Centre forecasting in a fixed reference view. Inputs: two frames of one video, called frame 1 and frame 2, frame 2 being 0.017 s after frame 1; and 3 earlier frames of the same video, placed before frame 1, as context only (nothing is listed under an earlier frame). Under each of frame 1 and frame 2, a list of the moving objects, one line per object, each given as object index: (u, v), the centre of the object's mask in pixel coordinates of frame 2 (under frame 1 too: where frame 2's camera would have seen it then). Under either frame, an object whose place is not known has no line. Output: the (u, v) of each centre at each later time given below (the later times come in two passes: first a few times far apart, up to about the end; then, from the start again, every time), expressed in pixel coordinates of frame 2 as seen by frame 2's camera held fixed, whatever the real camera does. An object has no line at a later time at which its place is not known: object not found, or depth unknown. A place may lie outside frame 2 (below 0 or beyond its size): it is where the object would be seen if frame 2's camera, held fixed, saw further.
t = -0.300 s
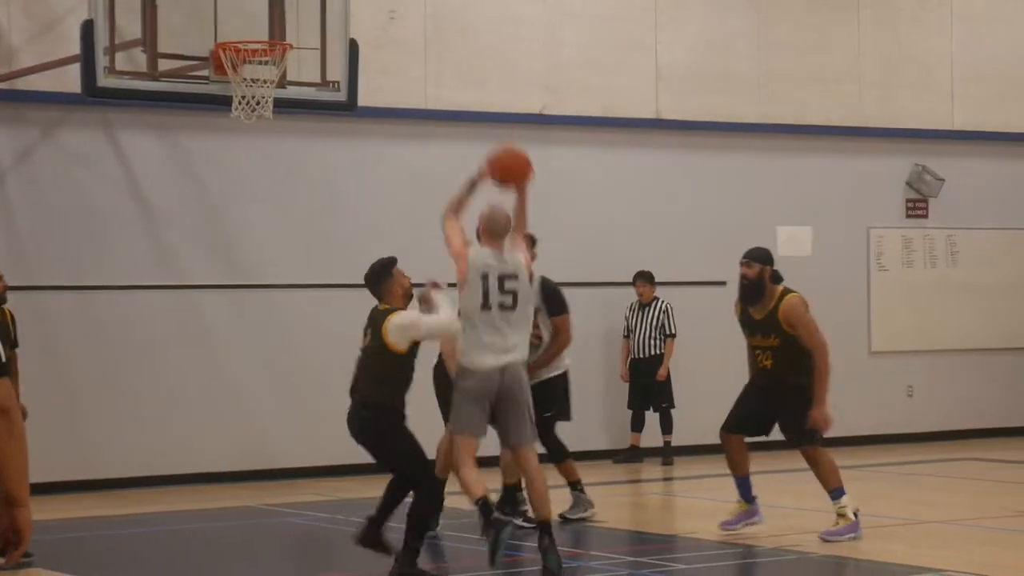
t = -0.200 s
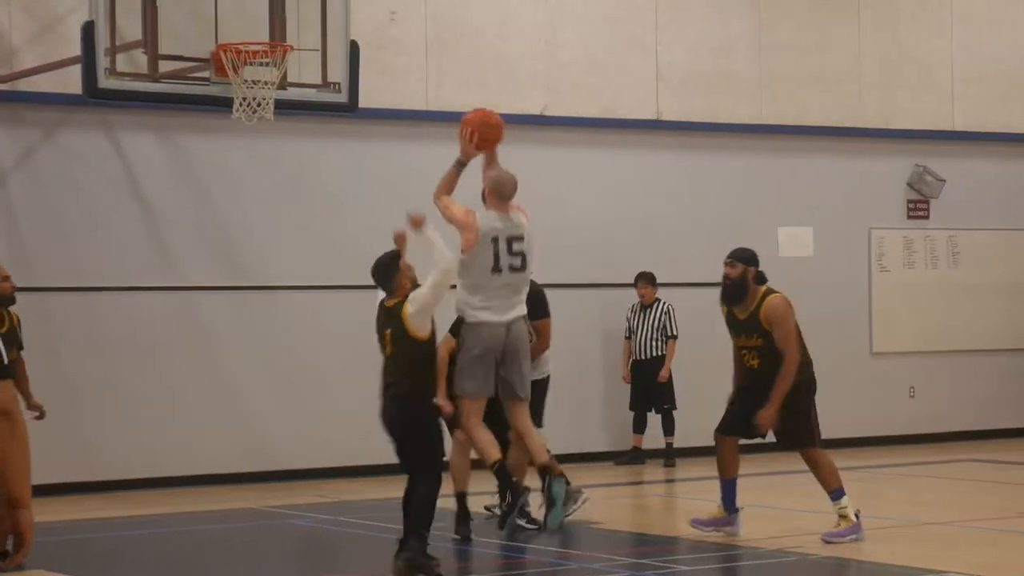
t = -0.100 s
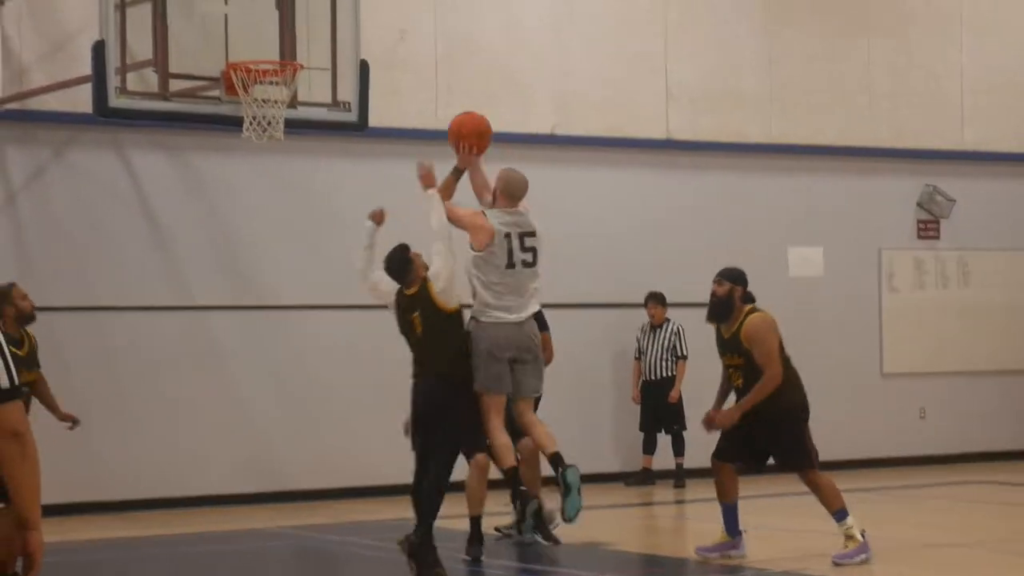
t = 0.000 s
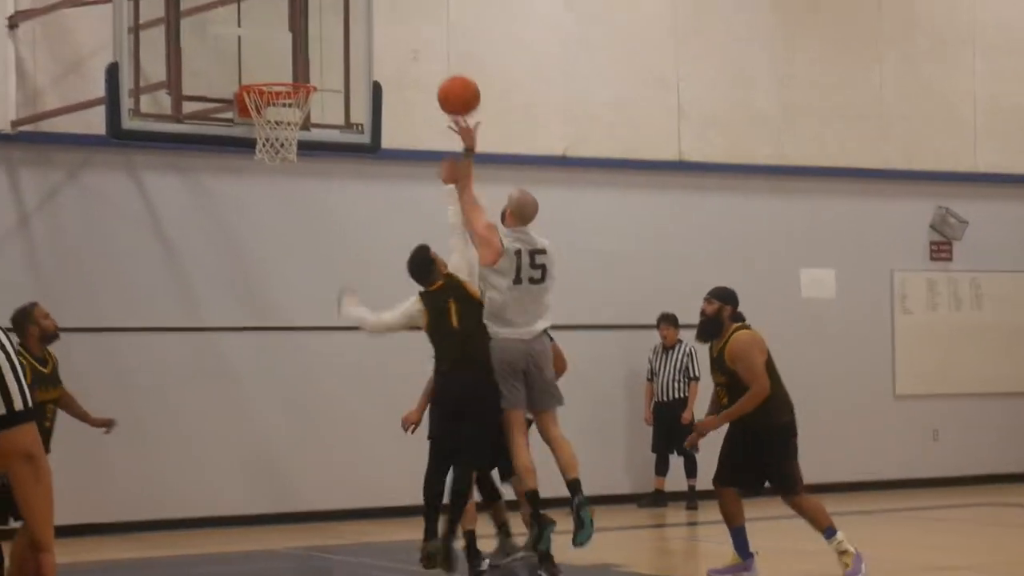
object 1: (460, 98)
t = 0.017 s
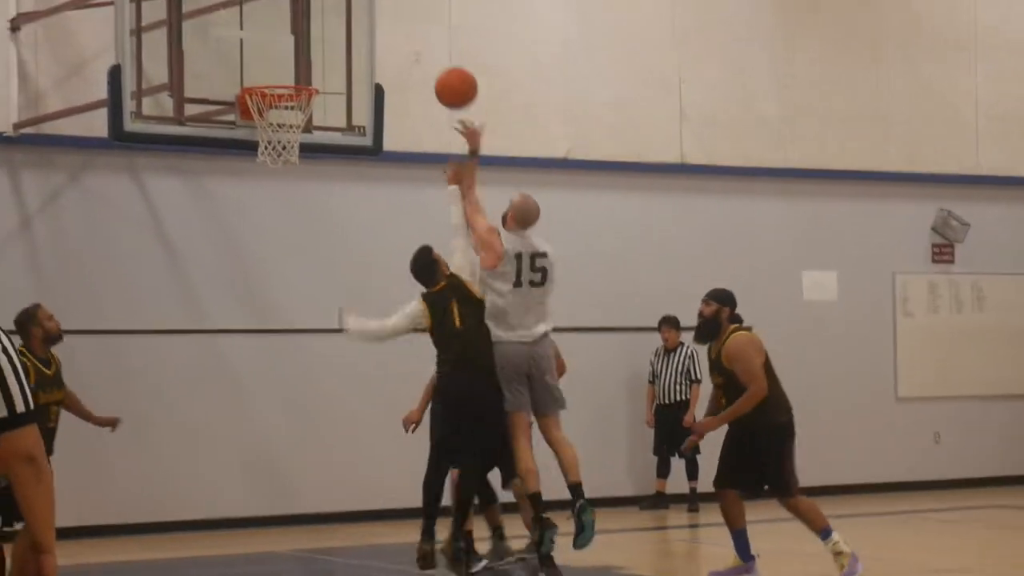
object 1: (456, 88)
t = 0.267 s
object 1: (390, -6)
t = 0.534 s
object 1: (329, 11)
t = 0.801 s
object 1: (277, 125)
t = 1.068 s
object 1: (255, 167)
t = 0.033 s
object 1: (451, 78)
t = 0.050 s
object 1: (447, 68)
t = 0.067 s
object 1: (442, 59)
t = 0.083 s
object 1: (437, 51)
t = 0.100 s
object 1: (433, 43)
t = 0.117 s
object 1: (428, 35)
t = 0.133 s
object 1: (424, 29)
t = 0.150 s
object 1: (420, 22)
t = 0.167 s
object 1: (415, 17)
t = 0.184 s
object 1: (411, 11)
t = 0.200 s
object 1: (407, 6)
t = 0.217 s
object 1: (402, 2)
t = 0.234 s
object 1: (398, -1)
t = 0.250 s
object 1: (394, -4)
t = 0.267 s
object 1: (390, -6)
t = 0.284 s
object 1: (386, -8)
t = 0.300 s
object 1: (382, -10)
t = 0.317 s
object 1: (378, -11)
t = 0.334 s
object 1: (374, -12)
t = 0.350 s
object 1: (370, -13)
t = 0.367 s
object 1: (367, -13)
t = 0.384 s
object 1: (362, -13)
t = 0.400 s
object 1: (359, -12)
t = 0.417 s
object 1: (354, -11)
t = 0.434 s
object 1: (351, -10)
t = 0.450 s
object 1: (347, -7)
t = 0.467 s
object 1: (343, -4)
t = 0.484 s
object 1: (339, -2)
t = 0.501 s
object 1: (336, 3)
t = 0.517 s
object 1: (332, 7)
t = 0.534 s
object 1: (329, 11)
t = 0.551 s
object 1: (326, 16)
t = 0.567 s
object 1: (322, 21)
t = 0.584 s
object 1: (319, 26)
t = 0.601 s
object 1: (315, 33)
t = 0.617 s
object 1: (312, 39)
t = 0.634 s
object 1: (308, 46)
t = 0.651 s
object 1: (304, 54)
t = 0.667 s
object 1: (301, 61)
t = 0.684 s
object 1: (298, 70)
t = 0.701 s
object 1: (295, 74)
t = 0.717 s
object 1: (291, 79)
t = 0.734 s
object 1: (289, 83)
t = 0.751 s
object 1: (282, 109)
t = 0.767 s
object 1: (281, 111)
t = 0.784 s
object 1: (279, 120)
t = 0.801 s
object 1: (277, 125)
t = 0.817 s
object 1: (276, 127)
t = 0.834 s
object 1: (276, 130)
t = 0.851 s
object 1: (275, 133)
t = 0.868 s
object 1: (274, 136)
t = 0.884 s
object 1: (274, 139)
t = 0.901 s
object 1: (270, 145)
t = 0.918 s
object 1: (268, 146)
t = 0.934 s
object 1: (267, 146)
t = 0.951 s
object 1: (265, 148)
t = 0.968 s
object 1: (264, 149)
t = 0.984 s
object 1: (262, 152)
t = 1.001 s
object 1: (260, 153)
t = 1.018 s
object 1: (259, 157)
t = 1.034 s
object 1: (257, 159)
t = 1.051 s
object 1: (256, 164)
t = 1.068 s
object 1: (255, 167)
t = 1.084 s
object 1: (254, 172)
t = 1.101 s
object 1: (253, 176)
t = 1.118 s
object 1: (252, 182)
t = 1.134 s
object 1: (251, 189)
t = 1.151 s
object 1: (250, 197)
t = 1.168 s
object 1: (249, 204)
